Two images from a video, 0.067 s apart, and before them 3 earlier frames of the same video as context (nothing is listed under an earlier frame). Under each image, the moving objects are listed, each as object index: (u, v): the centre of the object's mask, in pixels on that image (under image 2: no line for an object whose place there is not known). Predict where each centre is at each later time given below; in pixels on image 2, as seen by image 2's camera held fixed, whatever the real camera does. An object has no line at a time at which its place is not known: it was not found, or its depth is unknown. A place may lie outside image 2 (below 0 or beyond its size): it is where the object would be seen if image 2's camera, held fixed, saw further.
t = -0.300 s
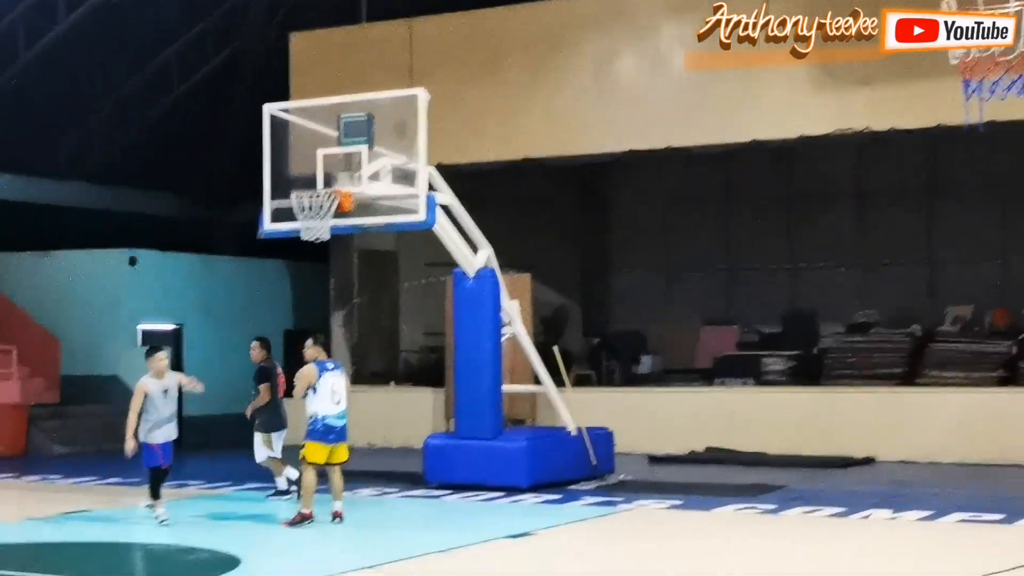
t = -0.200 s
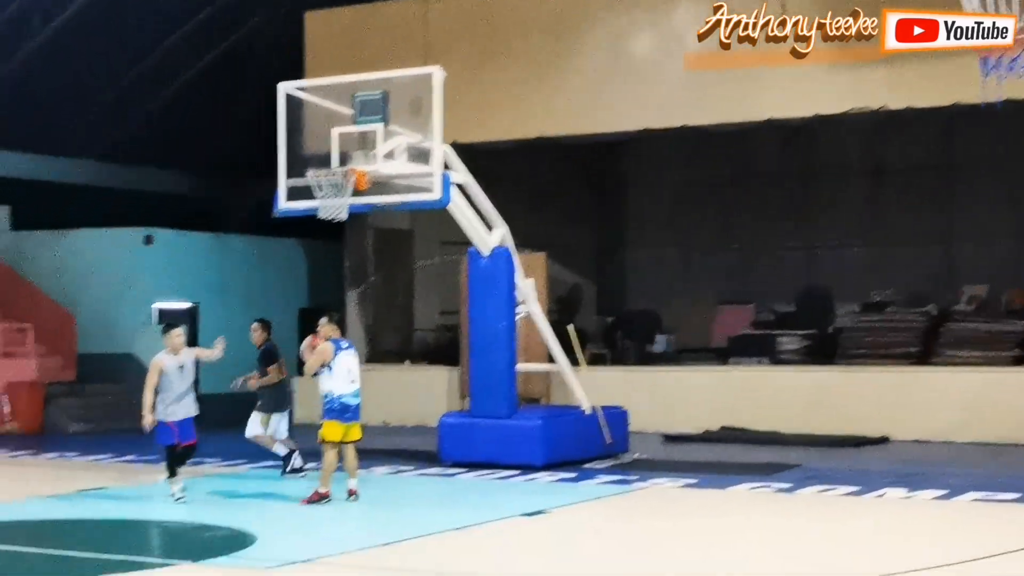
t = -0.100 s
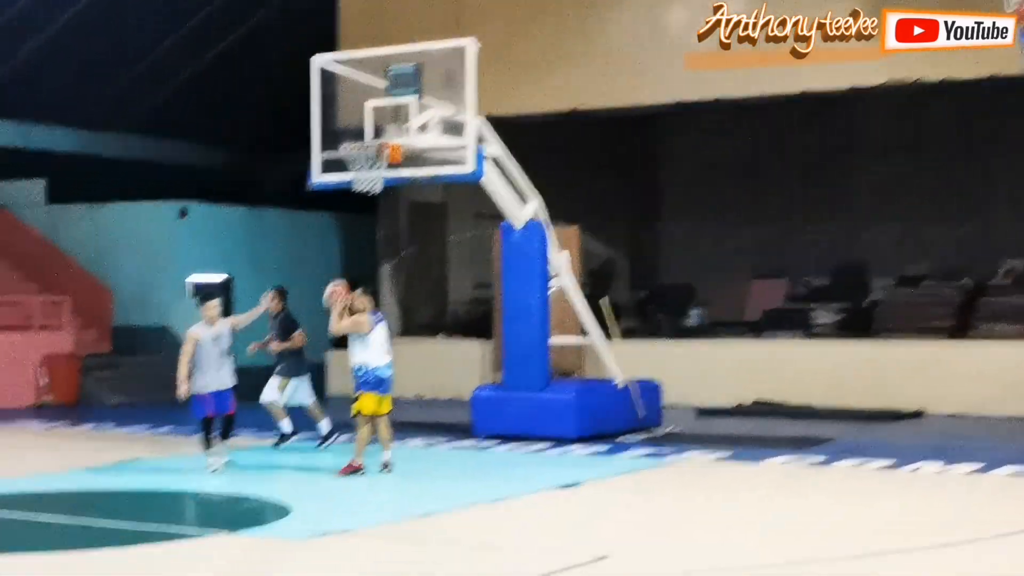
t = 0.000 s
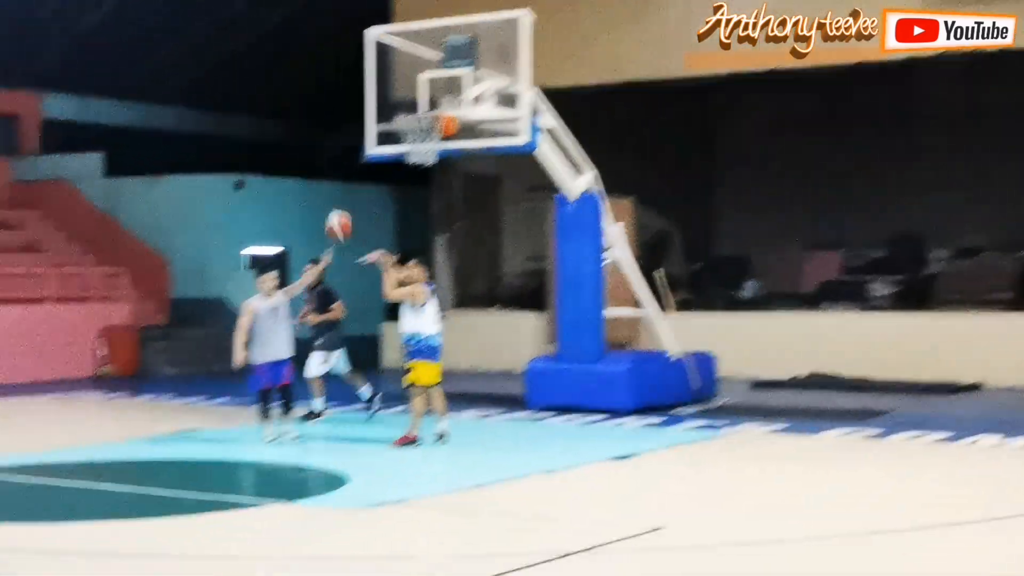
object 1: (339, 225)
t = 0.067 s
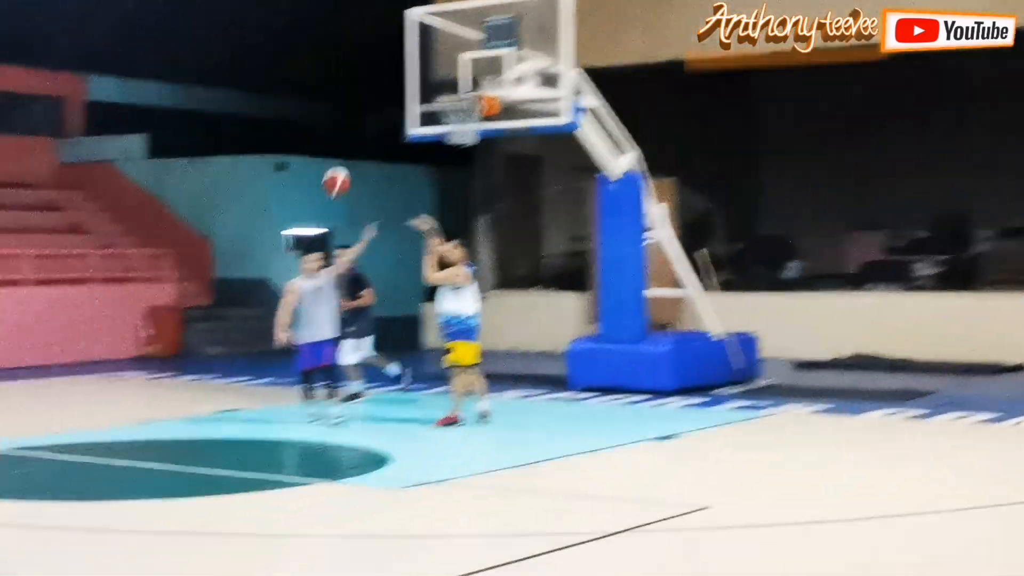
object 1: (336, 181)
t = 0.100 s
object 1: (313, 171)
